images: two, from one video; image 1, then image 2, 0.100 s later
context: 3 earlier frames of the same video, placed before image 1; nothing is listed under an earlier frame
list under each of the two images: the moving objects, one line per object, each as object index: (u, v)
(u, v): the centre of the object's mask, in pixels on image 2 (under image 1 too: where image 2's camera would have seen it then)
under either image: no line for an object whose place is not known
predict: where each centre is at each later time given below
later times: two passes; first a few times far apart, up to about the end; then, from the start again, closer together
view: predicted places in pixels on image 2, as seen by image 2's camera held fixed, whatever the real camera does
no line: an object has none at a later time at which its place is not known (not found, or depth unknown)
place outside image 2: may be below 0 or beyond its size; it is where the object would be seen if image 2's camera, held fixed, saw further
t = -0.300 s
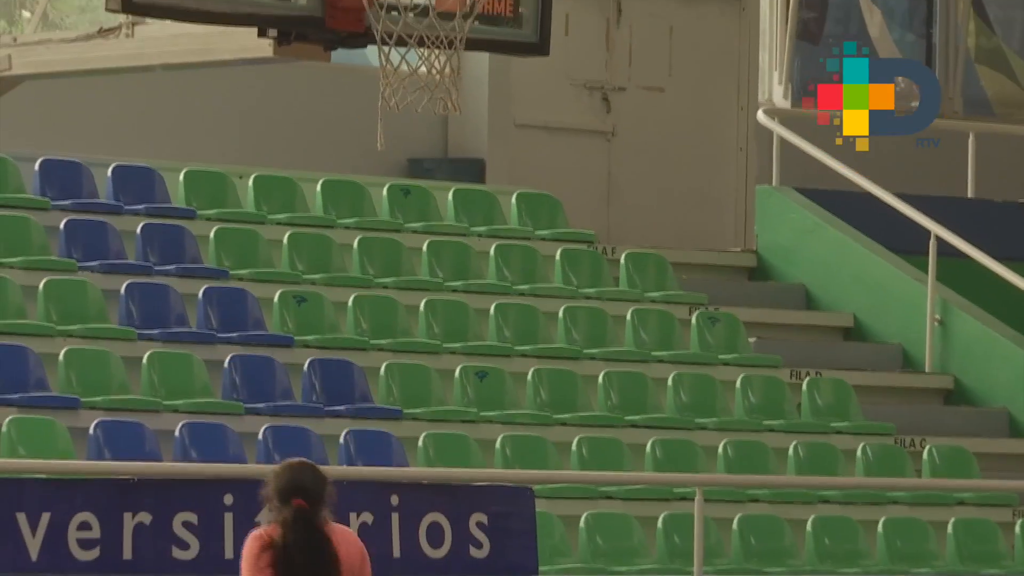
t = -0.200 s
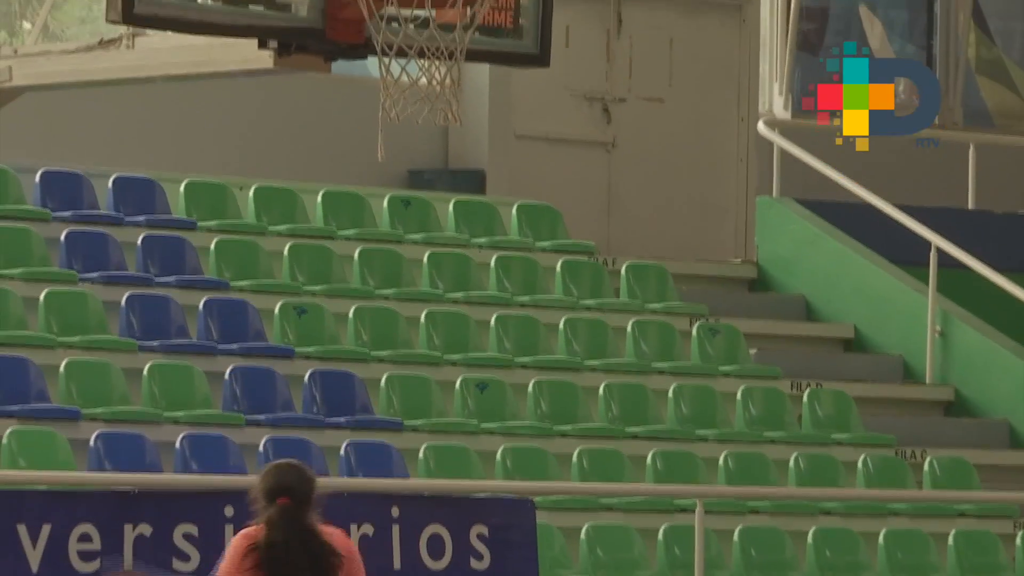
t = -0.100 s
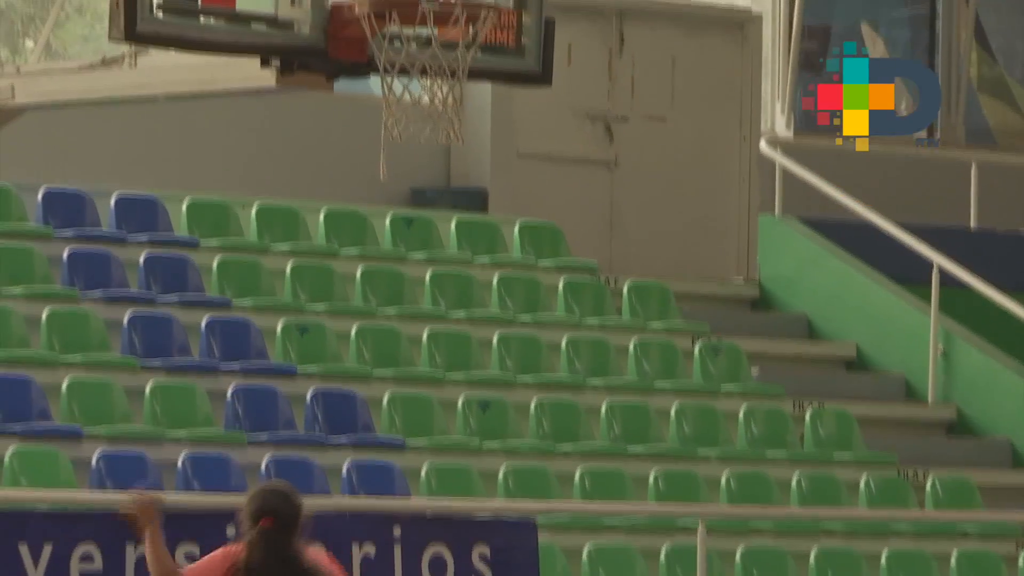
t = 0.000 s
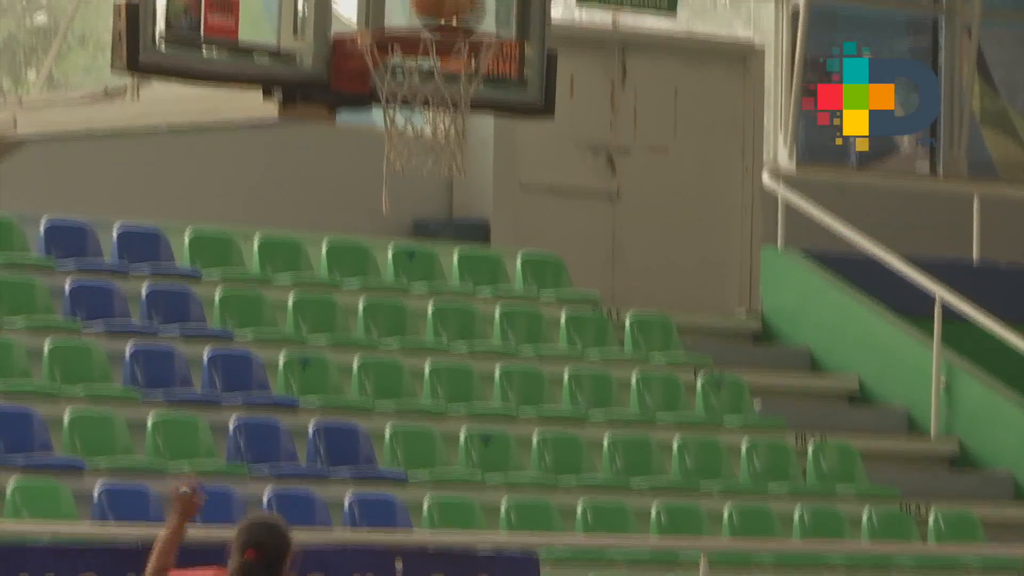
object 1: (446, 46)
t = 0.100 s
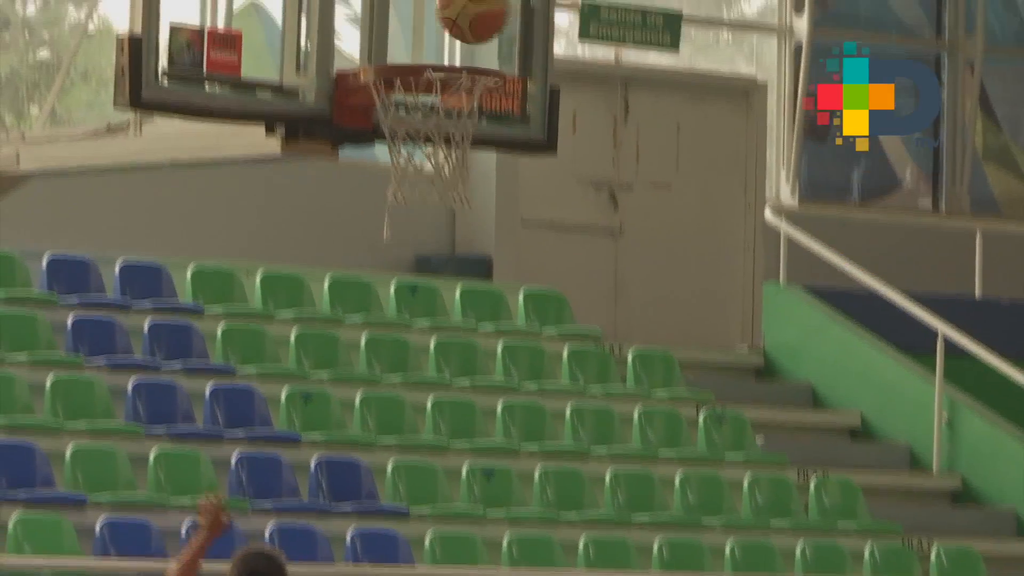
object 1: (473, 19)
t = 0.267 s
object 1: (510, 15)
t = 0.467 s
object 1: (581, 82)
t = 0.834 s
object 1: (731, 448)
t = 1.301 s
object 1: (923, 724)
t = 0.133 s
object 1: (480, 11)
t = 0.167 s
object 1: (486, 6)
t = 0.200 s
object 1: (495, 4)
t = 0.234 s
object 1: (503, 7)
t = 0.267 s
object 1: (510, 15)
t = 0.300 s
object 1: (518, 27)
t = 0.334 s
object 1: (525, 41)
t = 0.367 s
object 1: (538, 50)
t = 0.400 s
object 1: (553, 57)
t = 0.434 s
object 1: (566, 67)
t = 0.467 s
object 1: (581, 82)
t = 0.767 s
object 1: (705, 353)
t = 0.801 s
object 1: (720, 398)
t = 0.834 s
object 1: (731, 448)
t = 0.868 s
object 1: (746, 504)
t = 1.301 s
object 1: (923, 724)
